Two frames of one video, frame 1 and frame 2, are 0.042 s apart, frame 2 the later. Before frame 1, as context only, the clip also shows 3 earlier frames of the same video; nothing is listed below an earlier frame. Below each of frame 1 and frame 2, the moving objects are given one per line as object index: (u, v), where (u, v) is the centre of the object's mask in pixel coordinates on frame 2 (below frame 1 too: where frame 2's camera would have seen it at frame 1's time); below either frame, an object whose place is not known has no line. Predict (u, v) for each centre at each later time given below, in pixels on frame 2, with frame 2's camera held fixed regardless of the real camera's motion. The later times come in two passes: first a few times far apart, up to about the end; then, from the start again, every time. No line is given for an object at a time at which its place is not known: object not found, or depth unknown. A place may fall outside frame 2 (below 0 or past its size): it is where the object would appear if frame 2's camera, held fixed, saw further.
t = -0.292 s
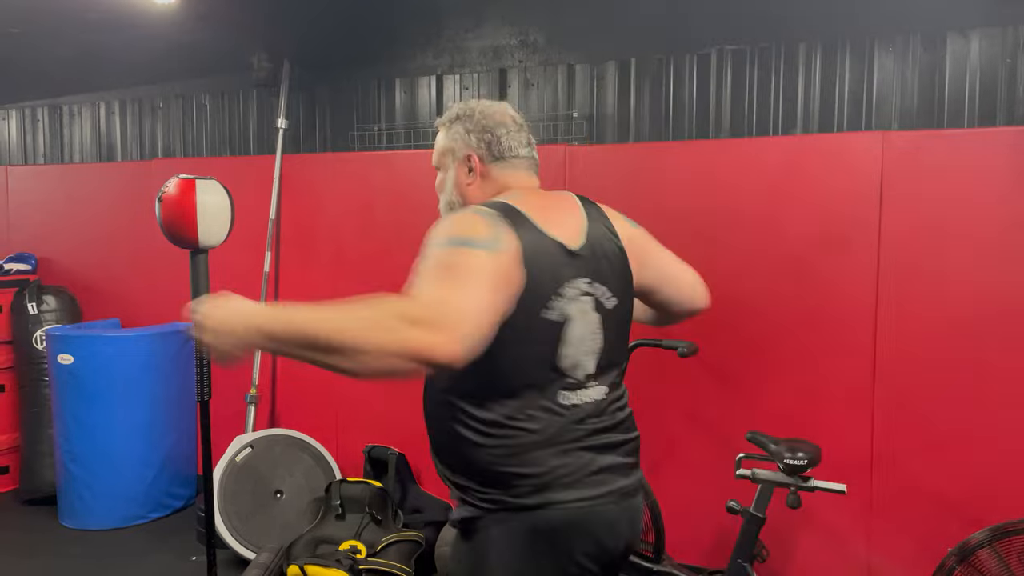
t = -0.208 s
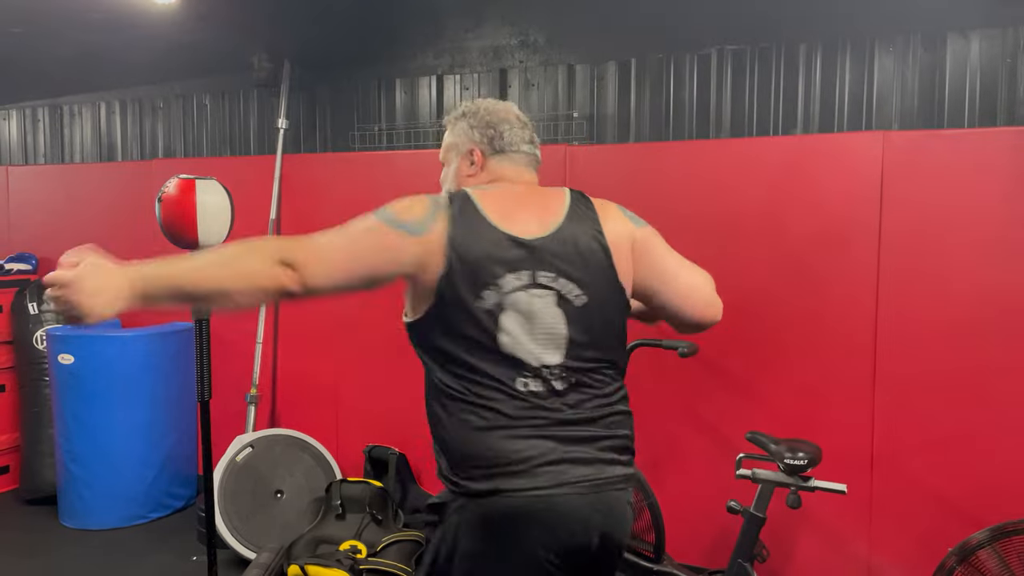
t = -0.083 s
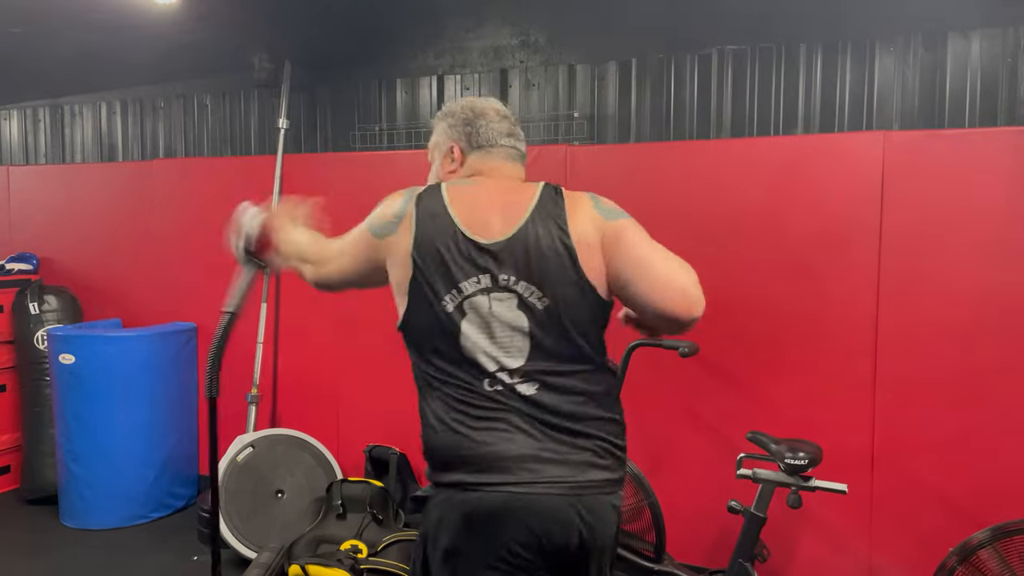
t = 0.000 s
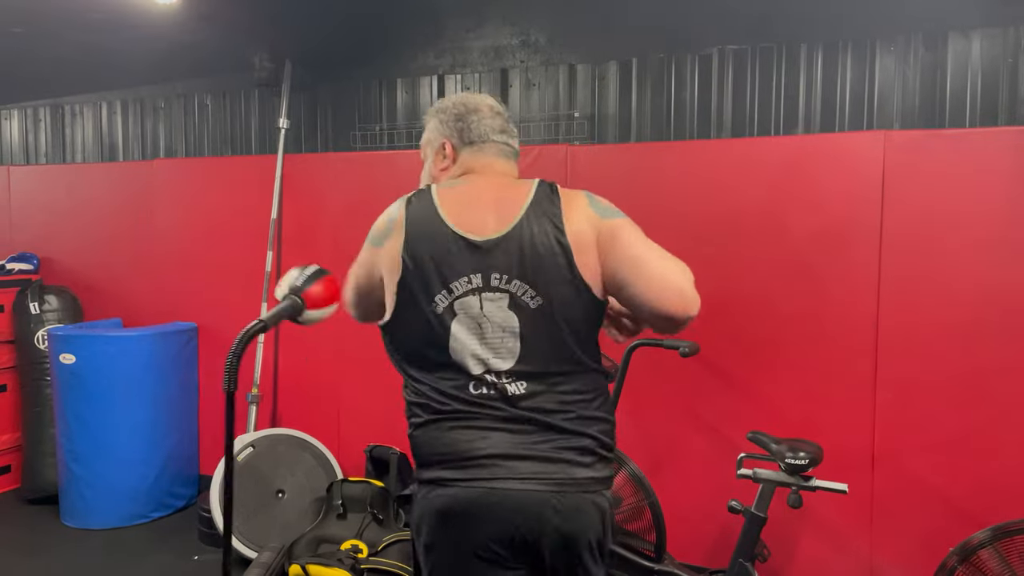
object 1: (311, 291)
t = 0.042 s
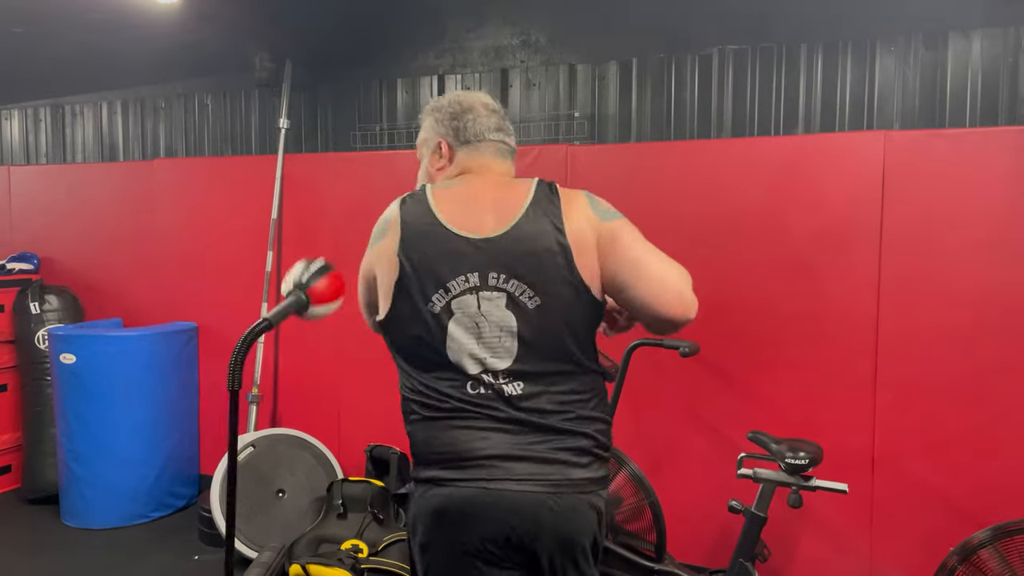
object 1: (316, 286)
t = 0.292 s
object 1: (69, 253)
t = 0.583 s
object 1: (219, 209)
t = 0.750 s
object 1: (274, 224)
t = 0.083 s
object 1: (307, 258)
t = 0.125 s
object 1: (278, 224)
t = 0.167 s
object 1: (229, 208)
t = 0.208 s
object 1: (172, 214)
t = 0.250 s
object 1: (116, 230)
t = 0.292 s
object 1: (69, 253)
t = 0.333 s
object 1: (42, 262)
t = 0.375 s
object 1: (39, 254)
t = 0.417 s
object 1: (53, 232)
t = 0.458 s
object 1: (92, 216)
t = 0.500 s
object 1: (141, 208)
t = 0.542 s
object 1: (180, 209)
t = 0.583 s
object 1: (219, 209)
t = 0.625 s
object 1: (253, 212)
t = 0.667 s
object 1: (273, 217)
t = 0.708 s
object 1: (281, 223)
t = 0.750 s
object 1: (274, 224)
